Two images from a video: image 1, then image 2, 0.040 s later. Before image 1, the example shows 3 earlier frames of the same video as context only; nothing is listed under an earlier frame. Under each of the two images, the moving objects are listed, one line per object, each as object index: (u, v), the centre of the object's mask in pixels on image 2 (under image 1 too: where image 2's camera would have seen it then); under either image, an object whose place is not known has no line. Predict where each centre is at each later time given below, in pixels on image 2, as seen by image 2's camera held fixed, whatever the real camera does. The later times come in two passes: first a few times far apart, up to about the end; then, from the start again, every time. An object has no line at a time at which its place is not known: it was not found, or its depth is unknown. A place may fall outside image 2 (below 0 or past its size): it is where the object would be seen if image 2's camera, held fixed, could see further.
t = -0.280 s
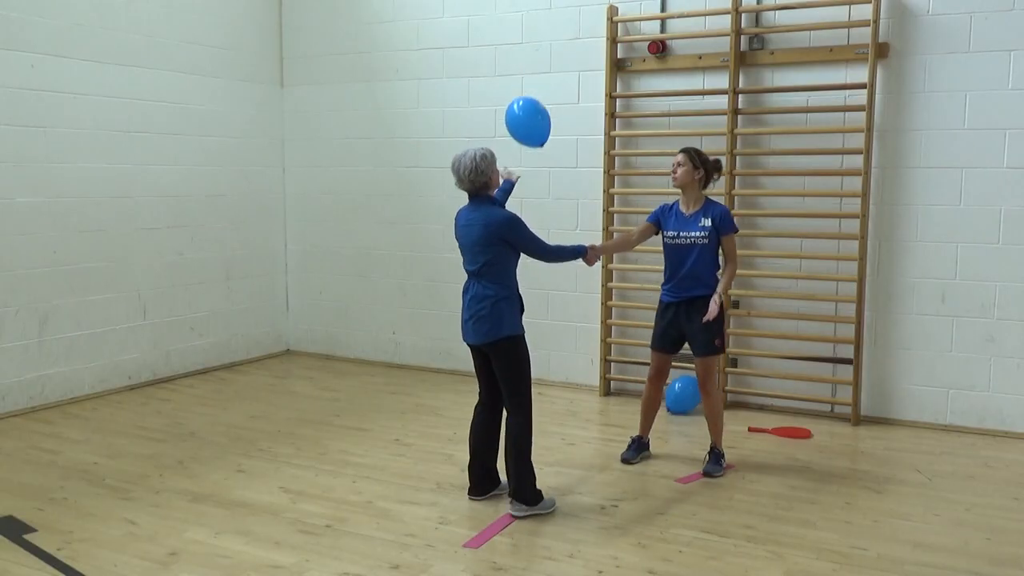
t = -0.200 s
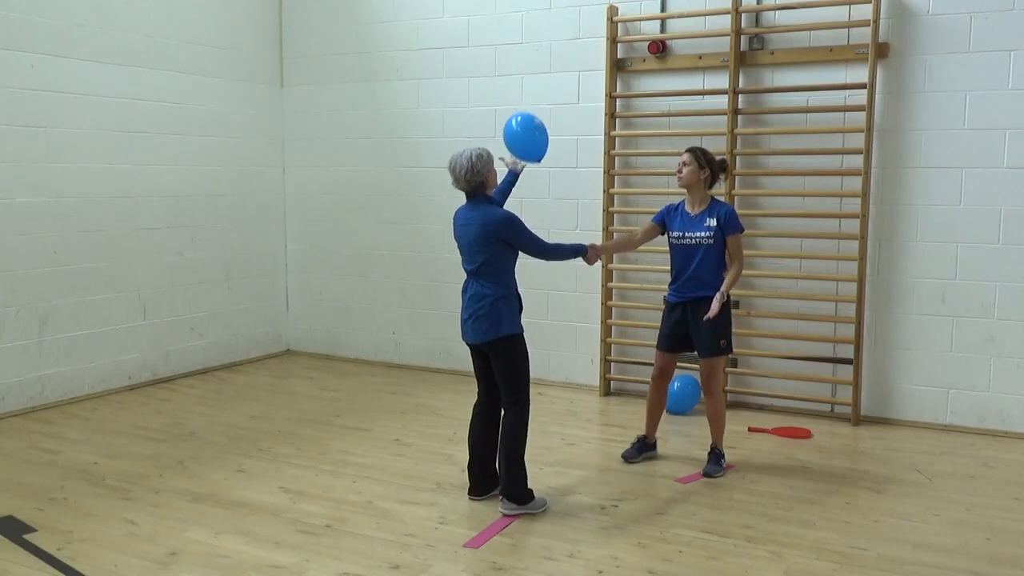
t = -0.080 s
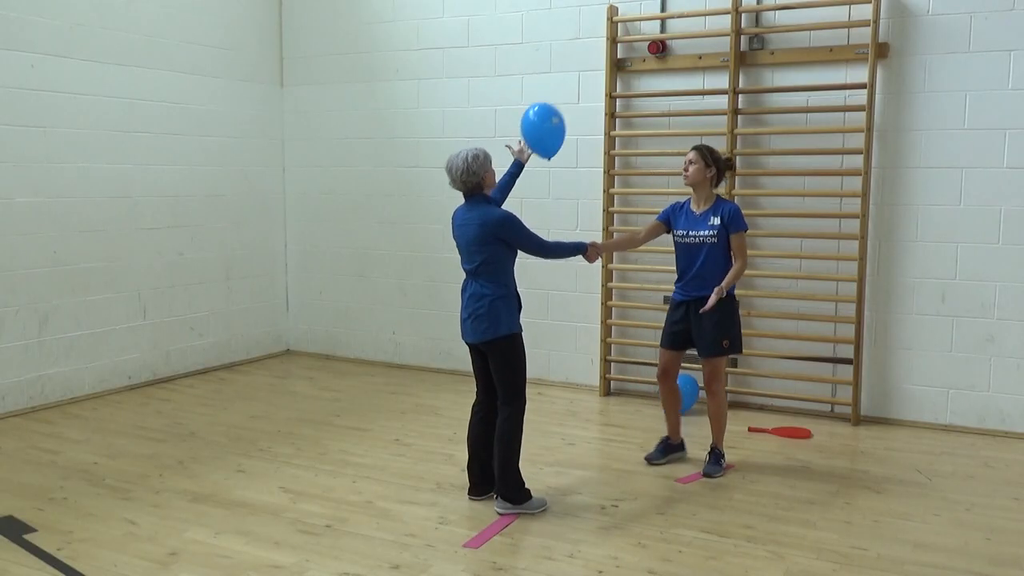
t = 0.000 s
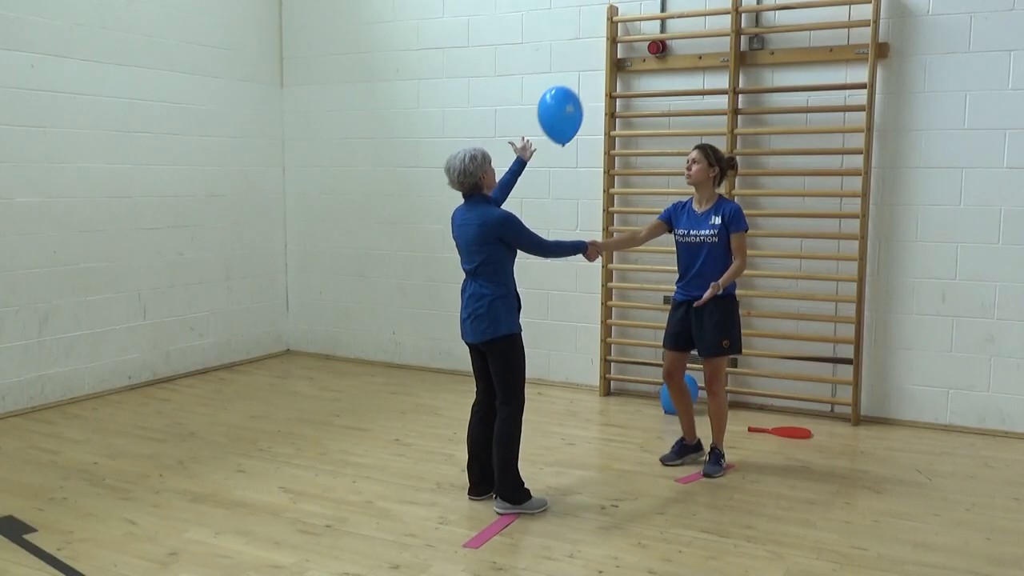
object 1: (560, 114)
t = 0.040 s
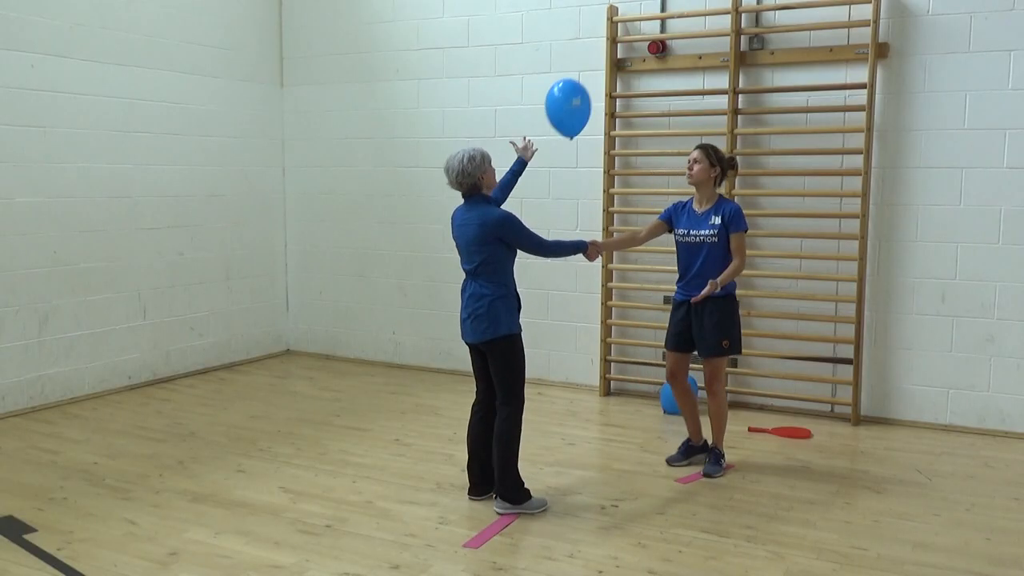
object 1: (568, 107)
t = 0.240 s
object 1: (600, 81)
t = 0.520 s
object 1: (626, 78)
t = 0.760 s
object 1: (644, 105)
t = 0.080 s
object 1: (575, 100)
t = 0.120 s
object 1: (582, 95)
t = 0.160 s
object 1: (589, 90)
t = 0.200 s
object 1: (595, 85)
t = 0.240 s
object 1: (600, 81)
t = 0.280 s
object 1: (605, 78)
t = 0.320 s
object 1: (610, 77)
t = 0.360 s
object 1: (613, 75)
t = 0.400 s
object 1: (617, 75)
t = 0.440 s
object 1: (620, 75)
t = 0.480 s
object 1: (623, 76)
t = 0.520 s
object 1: (626, 78)
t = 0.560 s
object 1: (629, 80)
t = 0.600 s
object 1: (632, 84)
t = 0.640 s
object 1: (635, 88)
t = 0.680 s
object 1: (638, 93)
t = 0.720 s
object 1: (641, 99)
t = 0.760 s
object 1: (644, 105)
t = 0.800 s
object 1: (647, 113)
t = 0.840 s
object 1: (649, 120)
